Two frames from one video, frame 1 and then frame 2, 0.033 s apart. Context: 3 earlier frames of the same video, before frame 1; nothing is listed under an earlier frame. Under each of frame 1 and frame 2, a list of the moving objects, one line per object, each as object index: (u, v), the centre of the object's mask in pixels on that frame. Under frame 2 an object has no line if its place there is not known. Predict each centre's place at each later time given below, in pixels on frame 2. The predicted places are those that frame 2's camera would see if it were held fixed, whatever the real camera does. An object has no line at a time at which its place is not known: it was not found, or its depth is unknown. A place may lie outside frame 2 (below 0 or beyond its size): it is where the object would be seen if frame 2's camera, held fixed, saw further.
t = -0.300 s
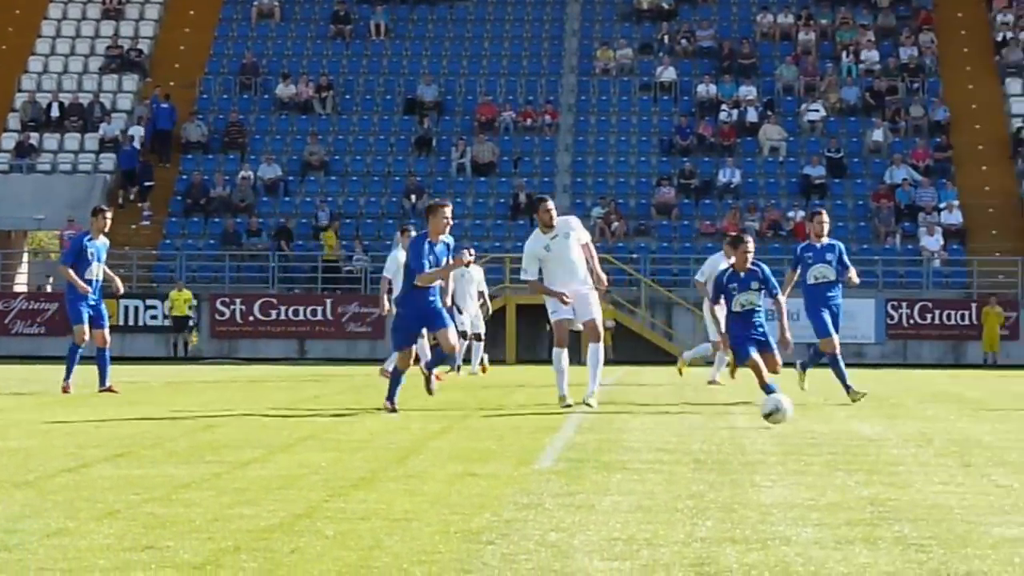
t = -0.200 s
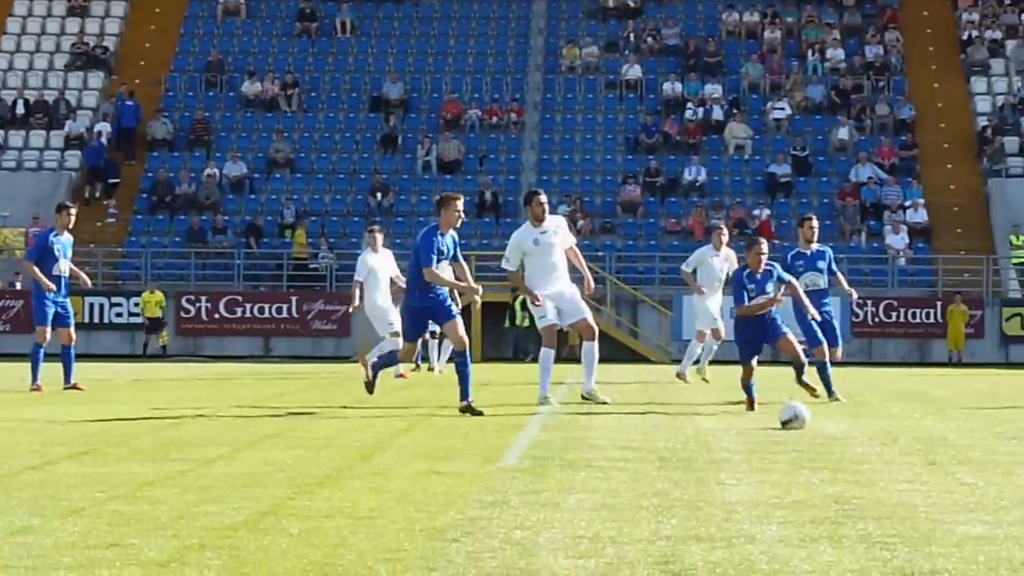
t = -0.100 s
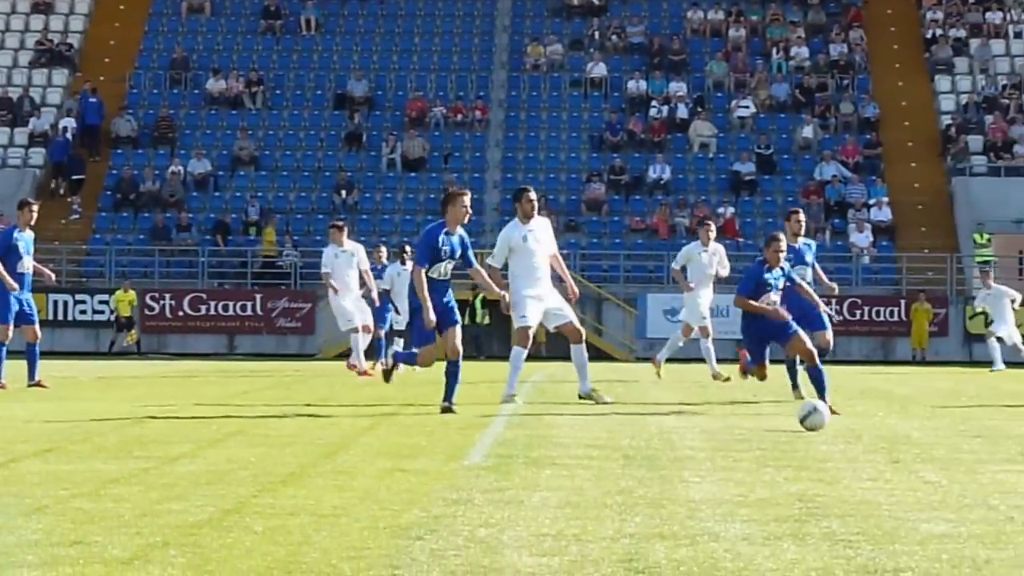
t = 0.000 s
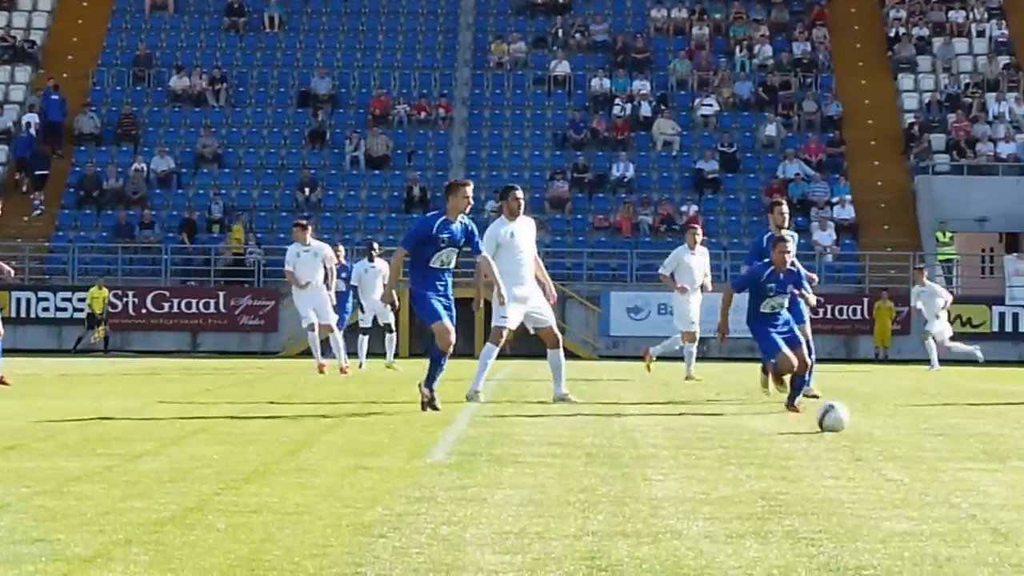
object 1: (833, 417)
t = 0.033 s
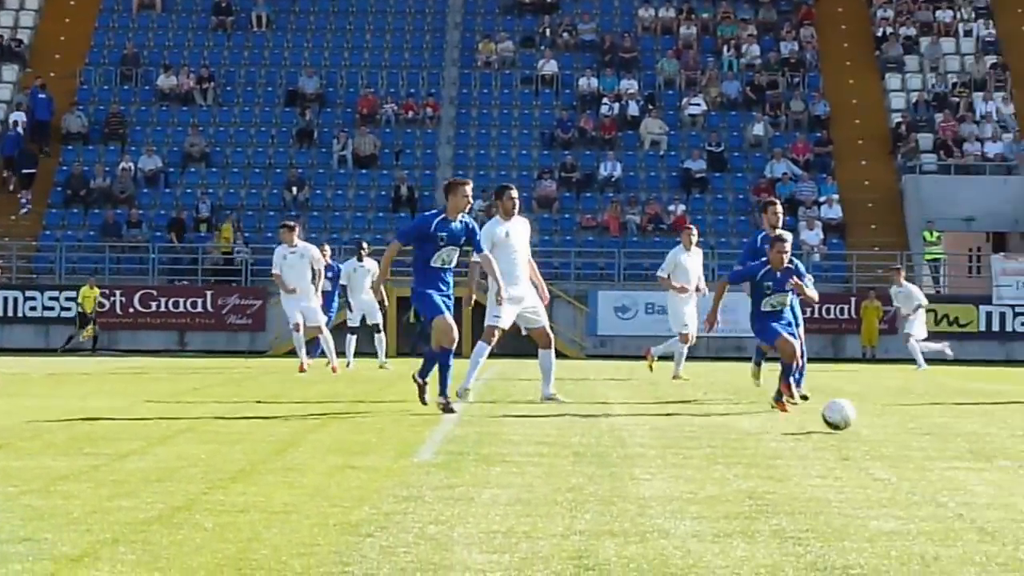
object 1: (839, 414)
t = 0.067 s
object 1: (855, 414)
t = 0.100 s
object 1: (873, 416)
